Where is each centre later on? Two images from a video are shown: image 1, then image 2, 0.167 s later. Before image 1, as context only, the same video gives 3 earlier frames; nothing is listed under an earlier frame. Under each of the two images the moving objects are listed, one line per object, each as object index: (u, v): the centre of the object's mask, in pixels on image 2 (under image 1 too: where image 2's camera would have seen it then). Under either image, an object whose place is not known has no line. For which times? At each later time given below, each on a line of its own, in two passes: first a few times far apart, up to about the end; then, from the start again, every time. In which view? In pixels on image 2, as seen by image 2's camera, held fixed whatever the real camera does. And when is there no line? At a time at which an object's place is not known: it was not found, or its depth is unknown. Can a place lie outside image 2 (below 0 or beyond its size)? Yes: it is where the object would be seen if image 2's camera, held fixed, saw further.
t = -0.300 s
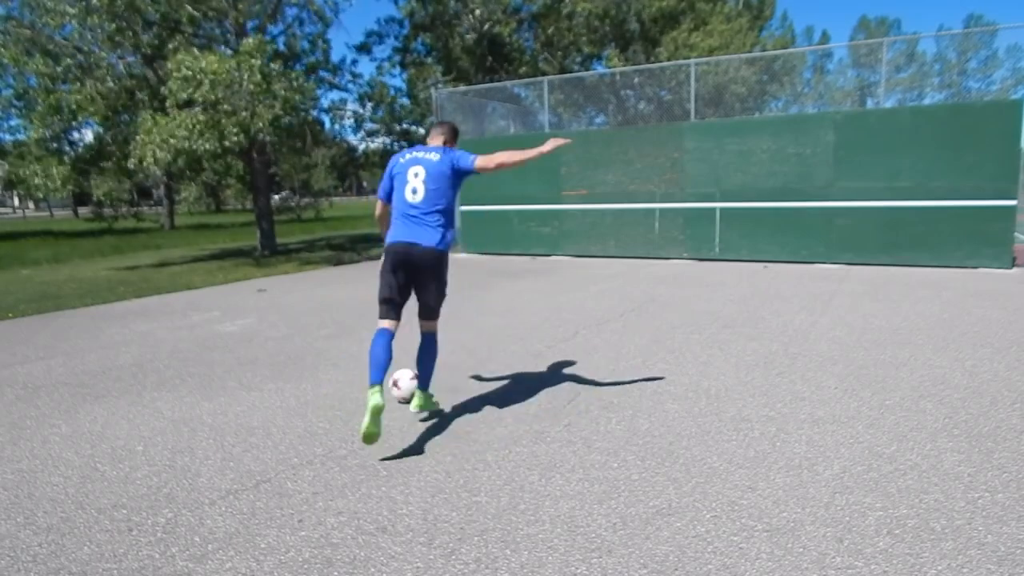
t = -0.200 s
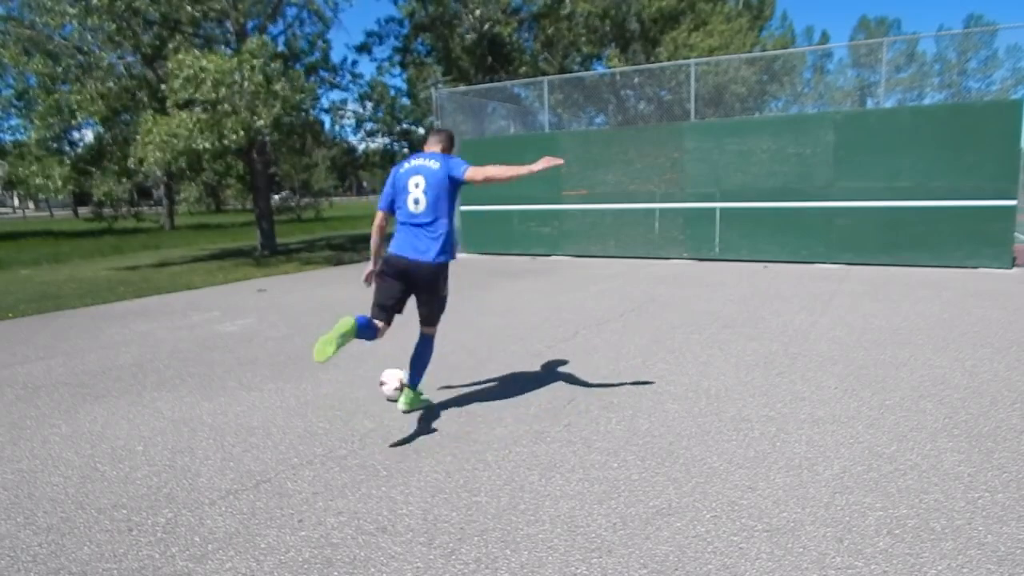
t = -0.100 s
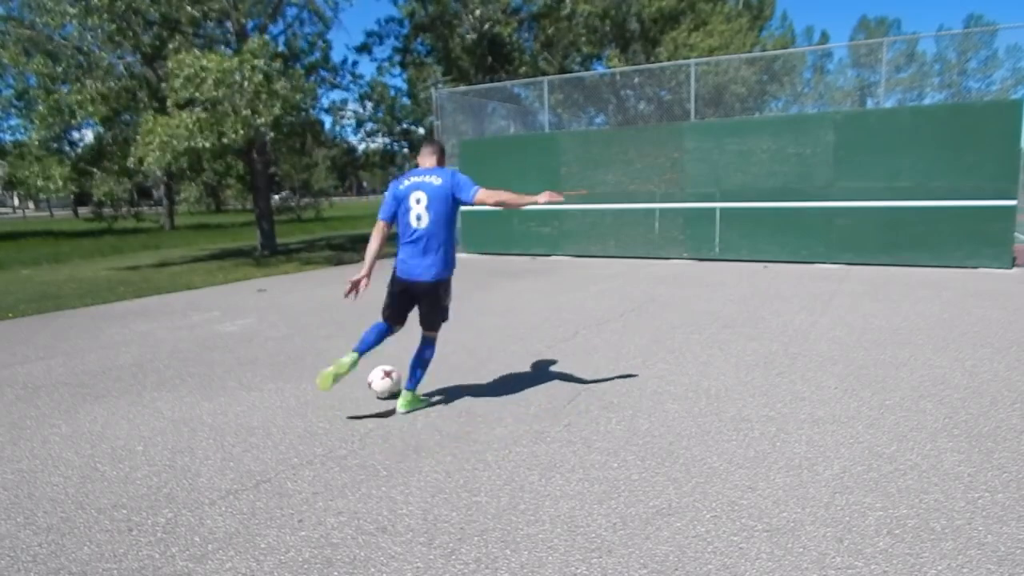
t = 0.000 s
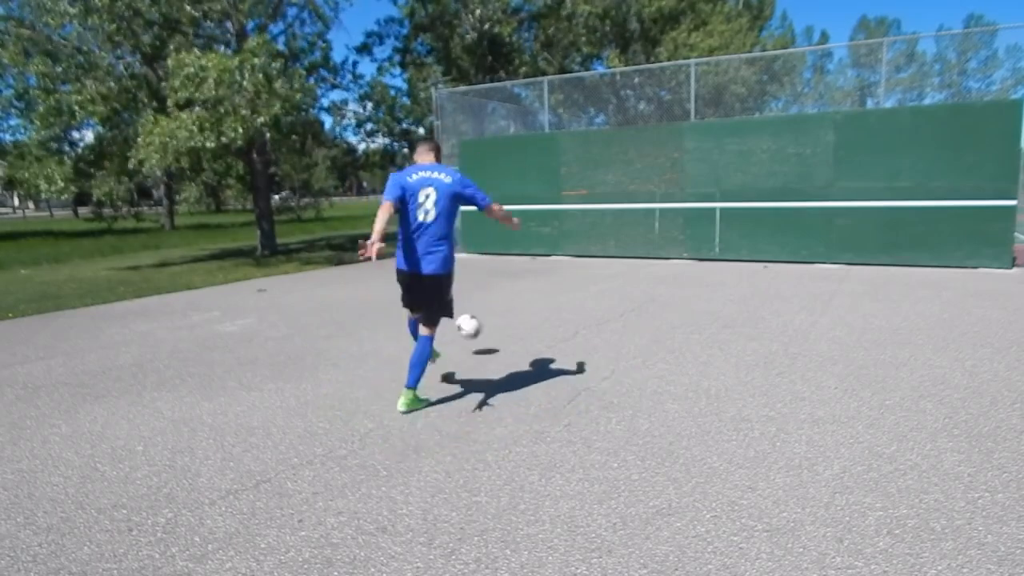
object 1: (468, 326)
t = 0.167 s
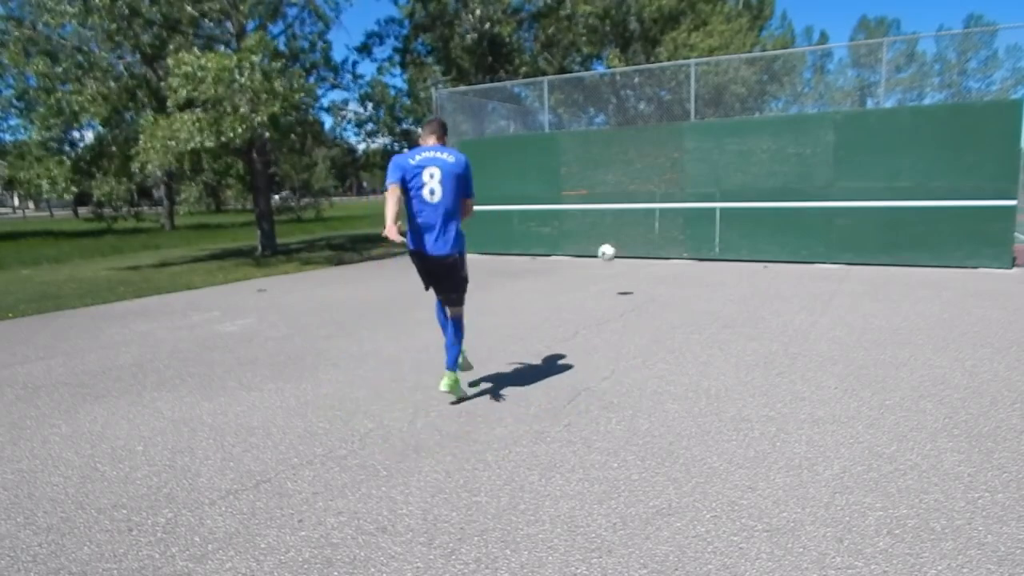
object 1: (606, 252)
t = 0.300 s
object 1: (666, 231)
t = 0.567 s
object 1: (666, 247)
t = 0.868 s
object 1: (604, 258)
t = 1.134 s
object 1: (535, 284)
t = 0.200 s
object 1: (624, 244)
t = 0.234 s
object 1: (639, 239)
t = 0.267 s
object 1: (654, 234)
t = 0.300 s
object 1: (666, 231)
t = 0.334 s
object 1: (678, 229)
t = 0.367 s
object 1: (689, 227)
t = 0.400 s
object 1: (699, 226)
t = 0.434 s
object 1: (693, 229)
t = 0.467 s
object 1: (687, 232)
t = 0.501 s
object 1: (681, 236)
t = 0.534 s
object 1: (674, 241)
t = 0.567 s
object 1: (666, 247)
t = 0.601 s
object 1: (659, 255)
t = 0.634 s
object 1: (651, 264)
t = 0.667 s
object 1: (642, 274)
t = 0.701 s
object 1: (635, 277)
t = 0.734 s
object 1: (629, 271)
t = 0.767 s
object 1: (623, 267)
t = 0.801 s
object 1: (617, 263)
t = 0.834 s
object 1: (610, 261)
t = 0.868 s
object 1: (604, 258)
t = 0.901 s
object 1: (596, 258)
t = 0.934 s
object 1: (589, 258)
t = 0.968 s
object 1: (581, 259)
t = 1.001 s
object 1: (573, 261)
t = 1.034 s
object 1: (564, 264)
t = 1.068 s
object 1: (555, 270)
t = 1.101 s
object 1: (545, 276)
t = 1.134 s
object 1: (535, 284)
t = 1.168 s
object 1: (525, 294)
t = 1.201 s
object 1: (514, 305)
